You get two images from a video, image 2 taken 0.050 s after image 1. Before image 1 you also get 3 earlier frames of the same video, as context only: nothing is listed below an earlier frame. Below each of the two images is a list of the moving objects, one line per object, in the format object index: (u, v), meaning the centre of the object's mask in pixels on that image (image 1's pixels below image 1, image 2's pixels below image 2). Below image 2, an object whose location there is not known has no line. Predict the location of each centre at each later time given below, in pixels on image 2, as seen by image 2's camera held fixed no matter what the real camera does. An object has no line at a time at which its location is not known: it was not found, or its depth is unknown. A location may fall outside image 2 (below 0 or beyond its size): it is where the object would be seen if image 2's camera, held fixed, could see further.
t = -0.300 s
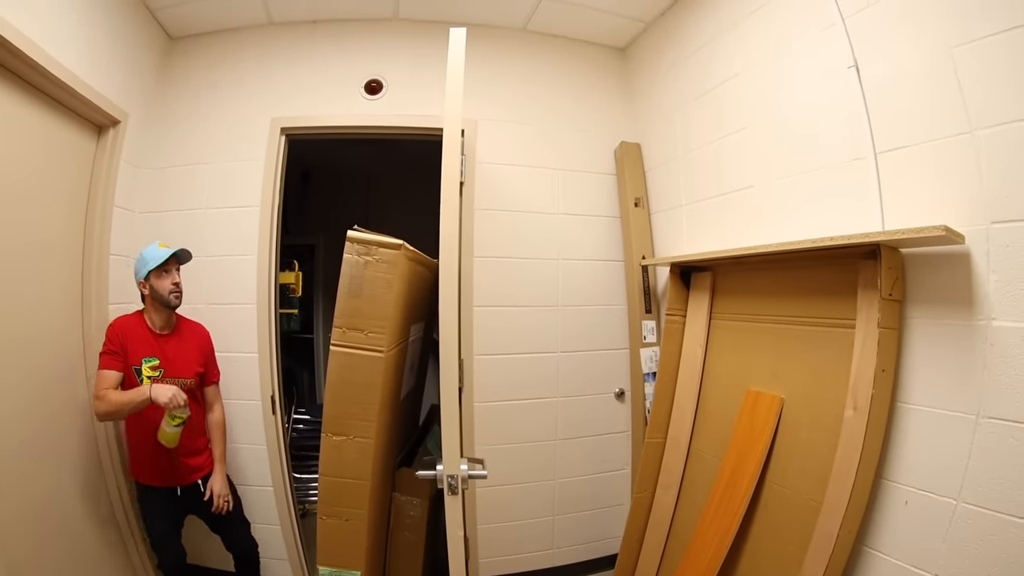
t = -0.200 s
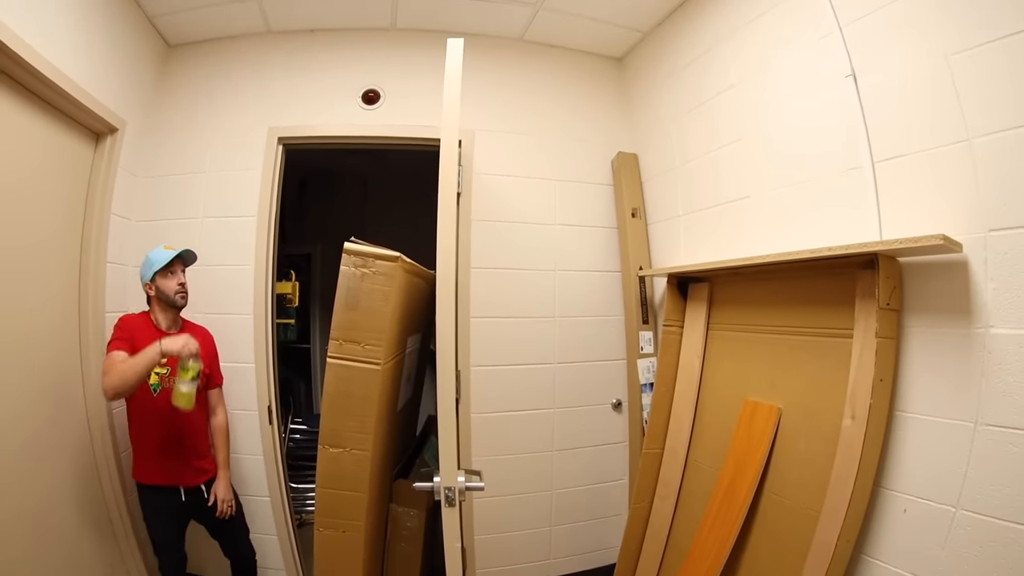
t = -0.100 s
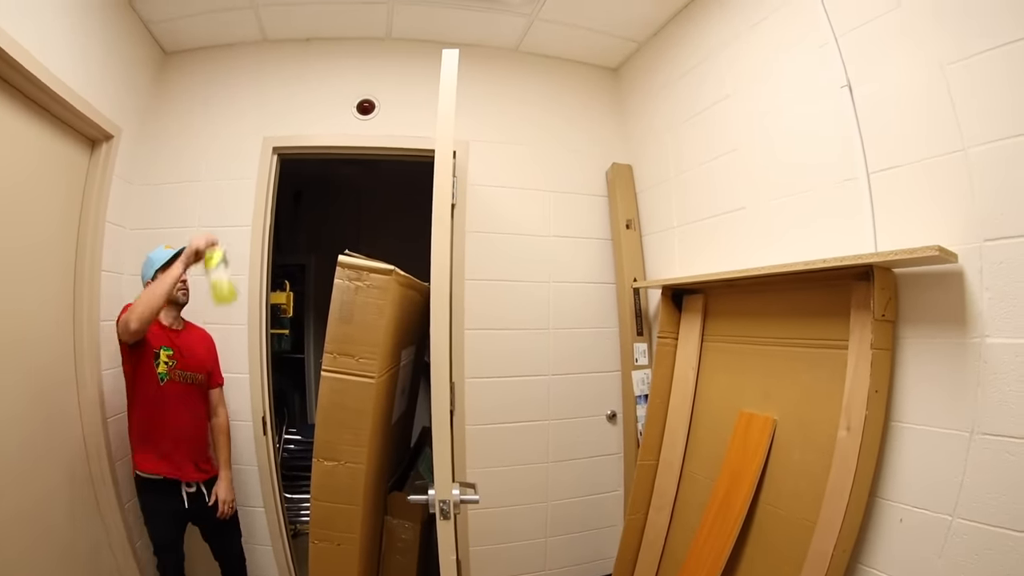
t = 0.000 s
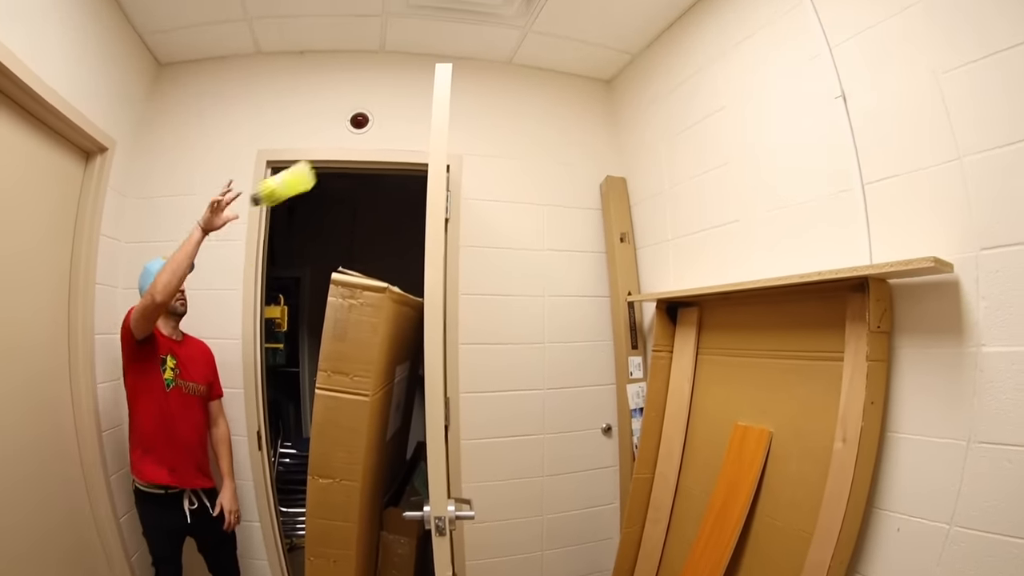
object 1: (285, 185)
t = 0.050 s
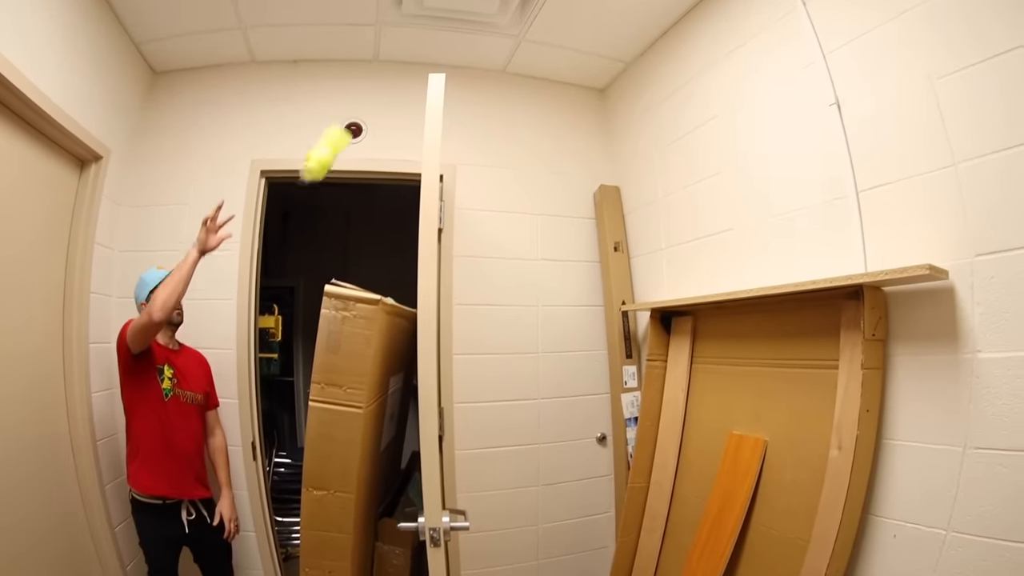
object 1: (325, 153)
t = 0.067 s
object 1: (339, 142)
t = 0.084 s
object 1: (354, 131)
